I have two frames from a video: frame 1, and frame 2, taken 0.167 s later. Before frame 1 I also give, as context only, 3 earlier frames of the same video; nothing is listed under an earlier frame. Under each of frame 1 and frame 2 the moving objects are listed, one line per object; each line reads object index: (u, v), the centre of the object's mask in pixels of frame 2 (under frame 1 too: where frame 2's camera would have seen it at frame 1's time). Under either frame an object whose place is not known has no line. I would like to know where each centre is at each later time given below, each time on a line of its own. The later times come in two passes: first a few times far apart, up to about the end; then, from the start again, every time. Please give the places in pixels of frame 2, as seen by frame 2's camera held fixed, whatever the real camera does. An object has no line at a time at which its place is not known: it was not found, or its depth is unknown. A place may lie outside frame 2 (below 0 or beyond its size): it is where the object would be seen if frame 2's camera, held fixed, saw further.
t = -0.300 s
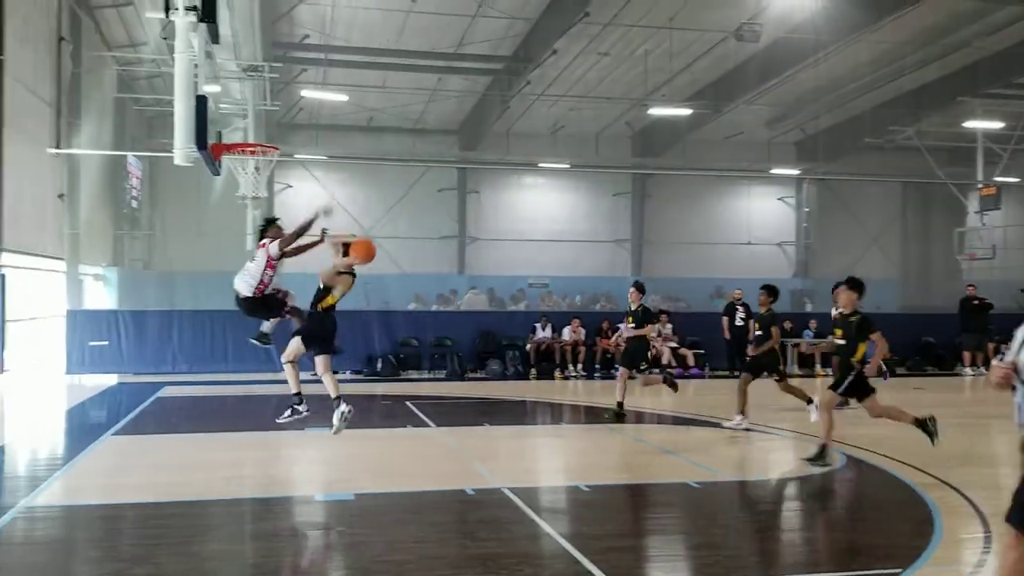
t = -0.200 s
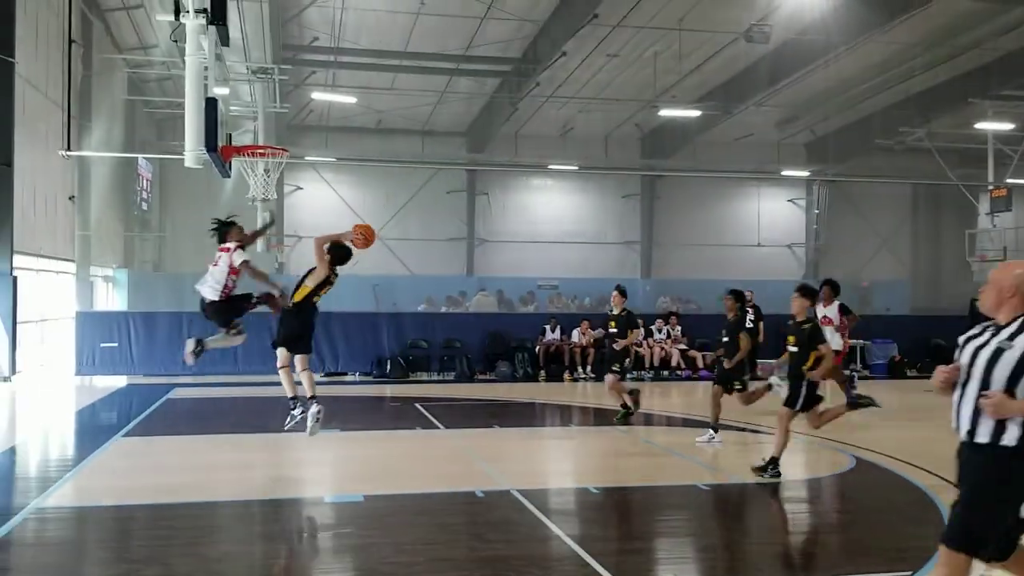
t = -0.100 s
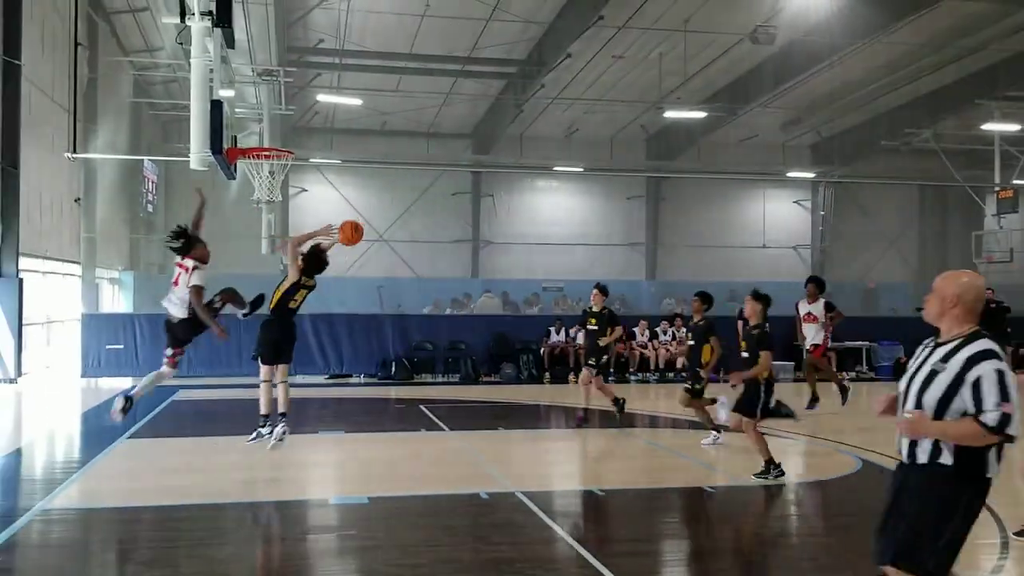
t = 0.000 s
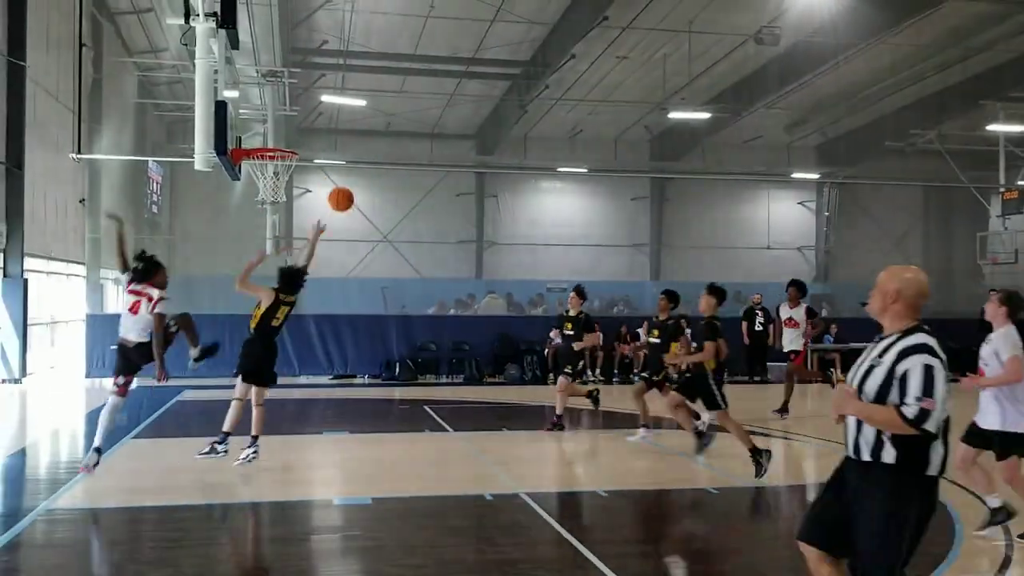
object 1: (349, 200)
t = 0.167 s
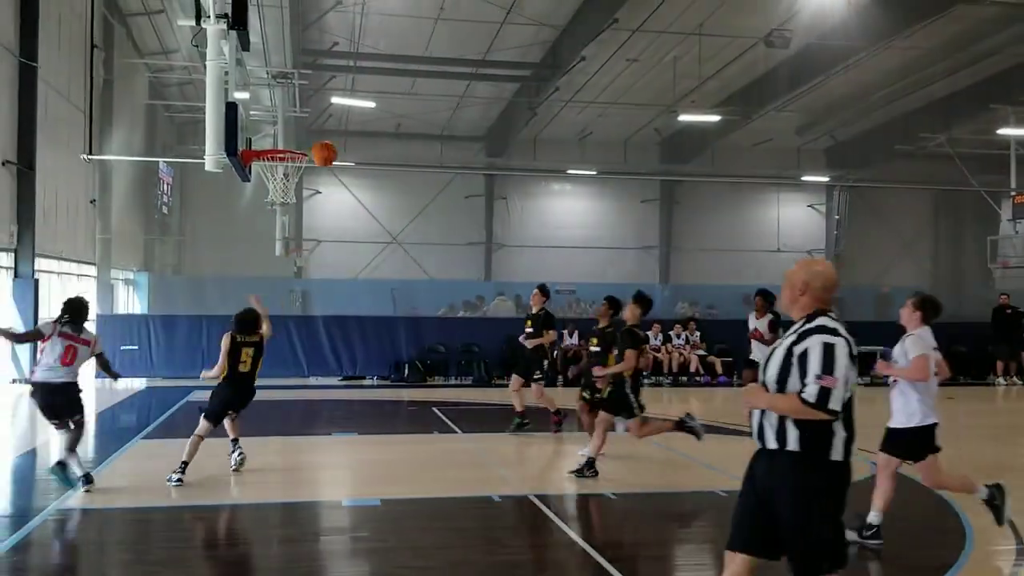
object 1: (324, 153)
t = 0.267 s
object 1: (310, 139)
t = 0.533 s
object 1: (269, 149)
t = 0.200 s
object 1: (319, 147)
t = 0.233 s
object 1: (314, 141)
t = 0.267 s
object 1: (310, 139)
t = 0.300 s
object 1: (303, 137)
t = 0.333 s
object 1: (300, 135)
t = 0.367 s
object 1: (295, 134)
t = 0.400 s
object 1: (290, 134)
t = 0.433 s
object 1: (285, 136)
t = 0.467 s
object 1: (280, 139)
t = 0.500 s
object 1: (275, 143)
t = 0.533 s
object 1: (269, 149)
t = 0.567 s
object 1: (264, 156)
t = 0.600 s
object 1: (257, 162)
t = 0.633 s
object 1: (254, 172)
